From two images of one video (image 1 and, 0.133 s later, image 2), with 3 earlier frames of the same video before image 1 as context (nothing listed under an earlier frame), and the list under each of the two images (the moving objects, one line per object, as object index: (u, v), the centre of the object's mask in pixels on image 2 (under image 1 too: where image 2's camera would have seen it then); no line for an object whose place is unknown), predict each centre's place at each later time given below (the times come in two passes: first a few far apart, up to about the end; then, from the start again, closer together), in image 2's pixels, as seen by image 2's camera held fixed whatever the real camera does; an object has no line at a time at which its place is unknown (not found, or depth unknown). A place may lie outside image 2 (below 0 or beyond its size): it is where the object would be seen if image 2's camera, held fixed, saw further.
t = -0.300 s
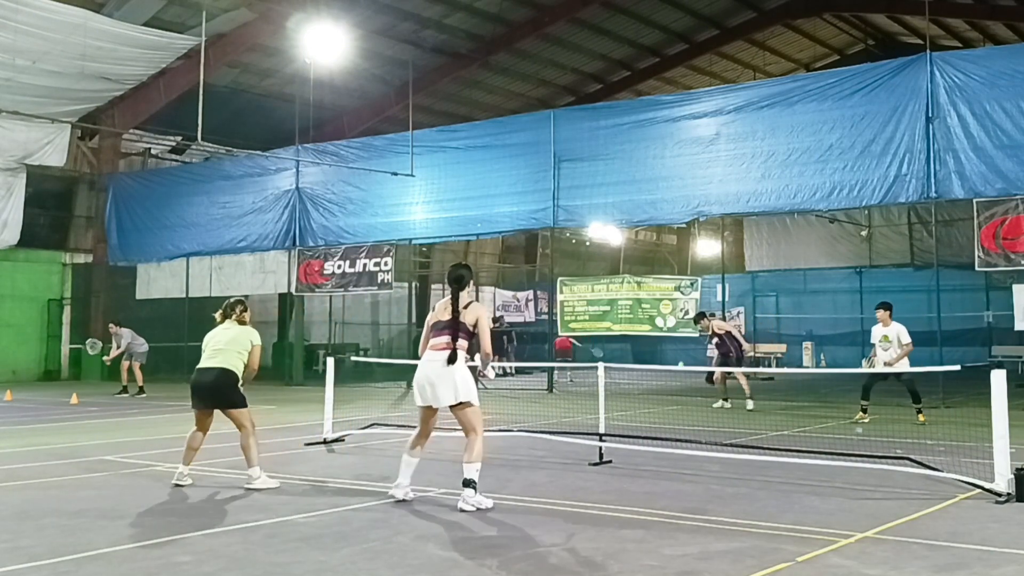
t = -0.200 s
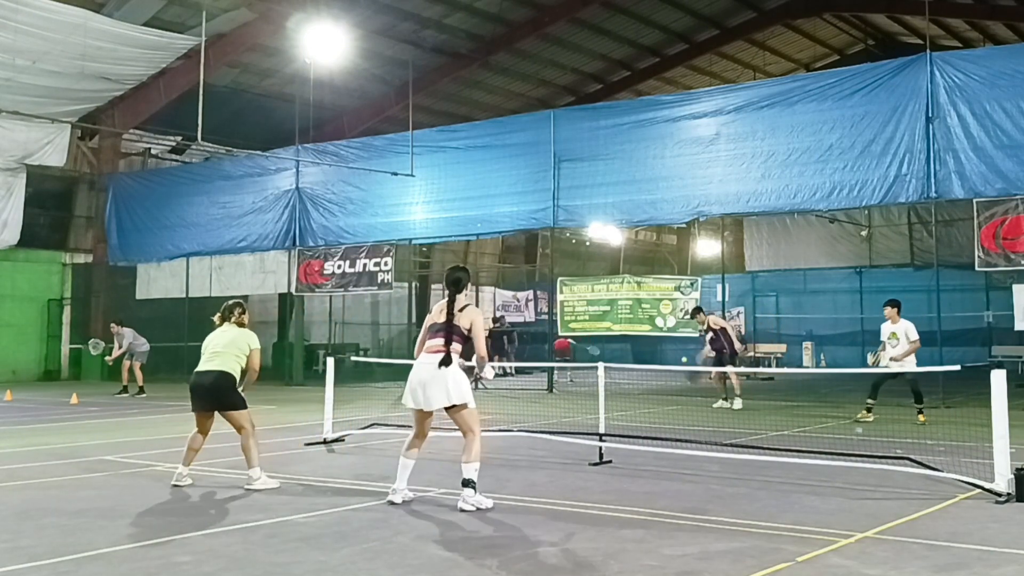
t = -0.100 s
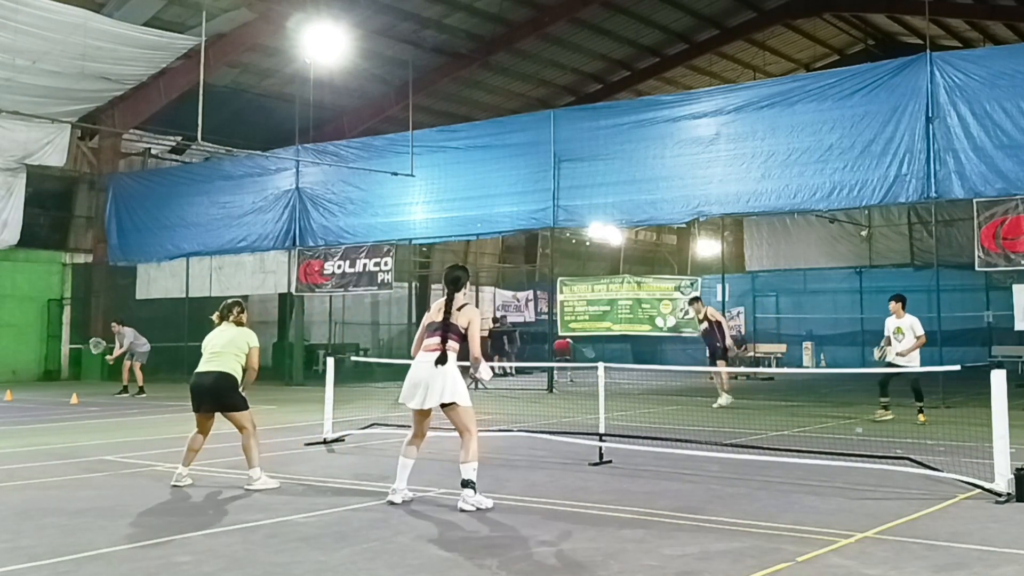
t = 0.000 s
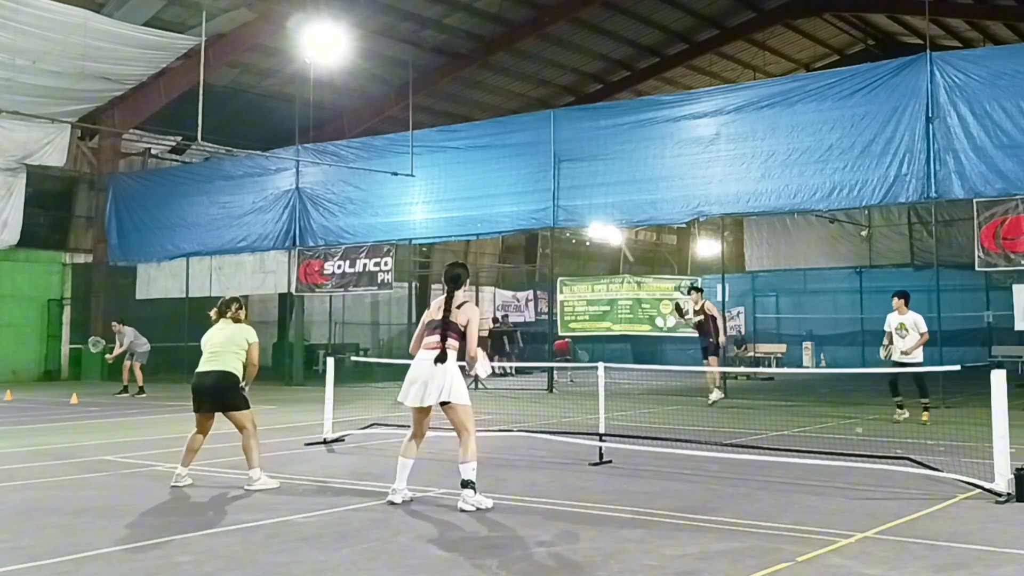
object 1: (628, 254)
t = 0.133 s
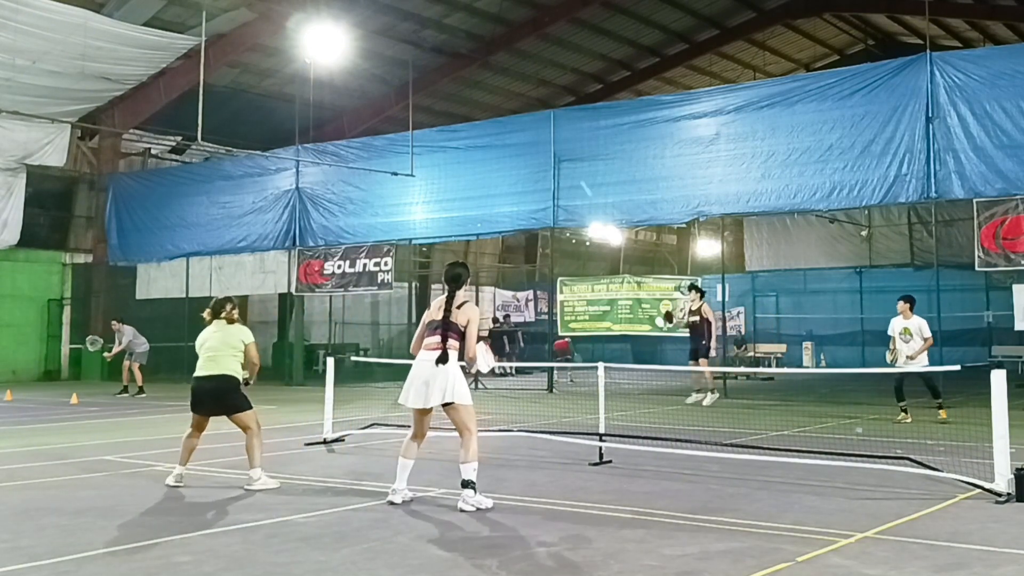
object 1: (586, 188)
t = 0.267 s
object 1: (547, 138)
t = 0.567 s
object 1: (462, 70)
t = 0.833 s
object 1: (388, 60)
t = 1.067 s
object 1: (324, 90)
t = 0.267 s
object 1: (547, 138)
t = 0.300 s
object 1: (538, 128)
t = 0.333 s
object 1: (528, 118)
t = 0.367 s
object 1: (518, 109)
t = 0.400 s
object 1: (509, 100)
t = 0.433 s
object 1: (500, 93)
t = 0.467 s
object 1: (490, 86)
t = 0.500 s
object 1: (481, 80)
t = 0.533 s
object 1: (471, 74)
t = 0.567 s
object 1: (462, 70)
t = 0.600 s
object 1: (453, 66)
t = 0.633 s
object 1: (443, 63)
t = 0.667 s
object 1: (434, 60)
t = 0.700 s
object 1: (425, 59)
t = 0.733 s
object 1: (416, 58)
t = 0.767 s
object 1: (407, 58)
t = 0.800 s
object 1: (397, 58)
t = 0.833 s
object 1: (388, 60)
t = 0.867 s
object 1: (378, 62)
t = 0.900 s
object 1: (369, 64)
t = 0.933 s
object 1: (360, 68)
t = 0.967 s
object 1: (351, 72)
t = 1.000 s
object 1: (342, 77)
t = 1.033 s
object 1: (333, 83)
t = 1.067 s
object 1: (324, 90)
